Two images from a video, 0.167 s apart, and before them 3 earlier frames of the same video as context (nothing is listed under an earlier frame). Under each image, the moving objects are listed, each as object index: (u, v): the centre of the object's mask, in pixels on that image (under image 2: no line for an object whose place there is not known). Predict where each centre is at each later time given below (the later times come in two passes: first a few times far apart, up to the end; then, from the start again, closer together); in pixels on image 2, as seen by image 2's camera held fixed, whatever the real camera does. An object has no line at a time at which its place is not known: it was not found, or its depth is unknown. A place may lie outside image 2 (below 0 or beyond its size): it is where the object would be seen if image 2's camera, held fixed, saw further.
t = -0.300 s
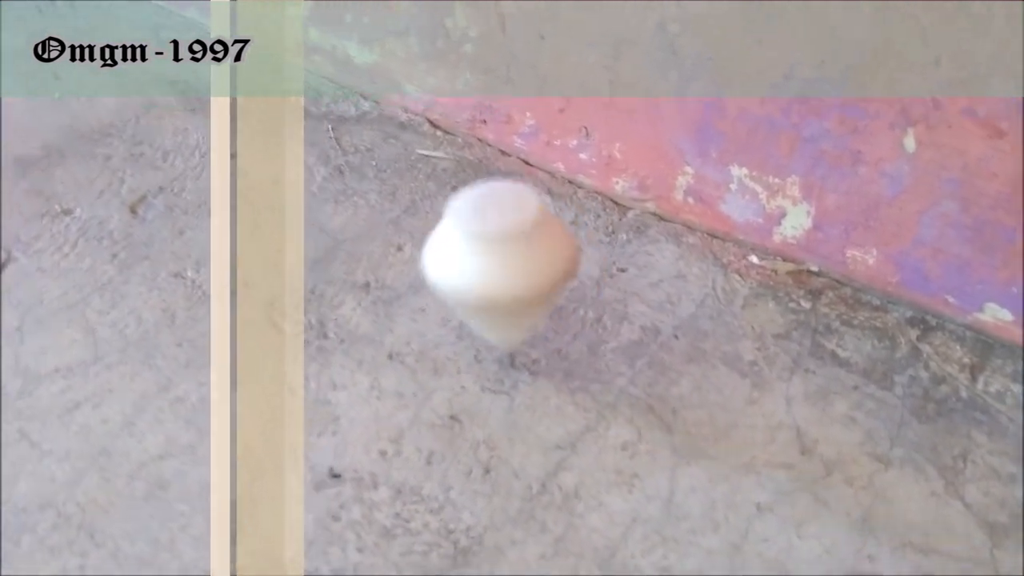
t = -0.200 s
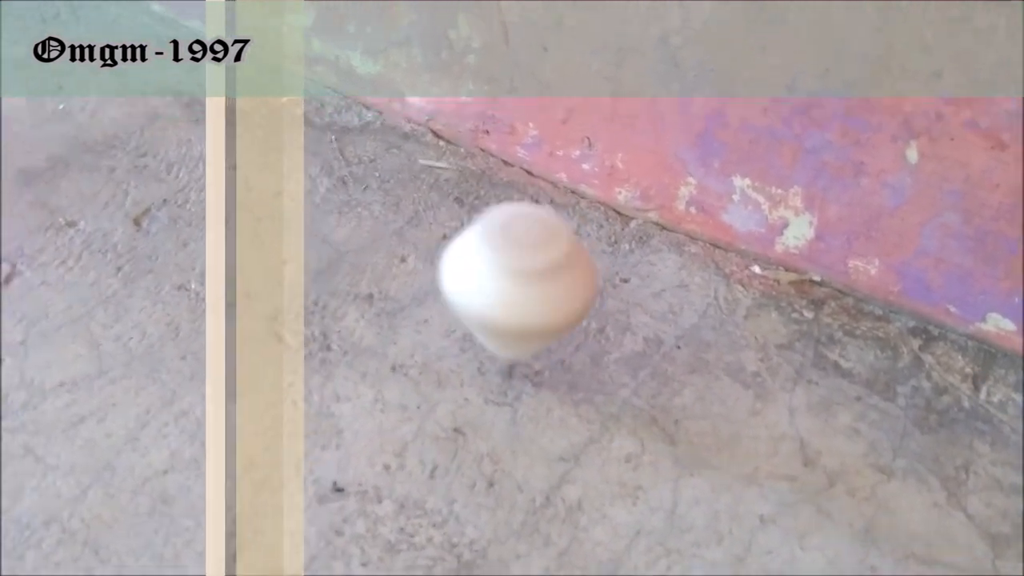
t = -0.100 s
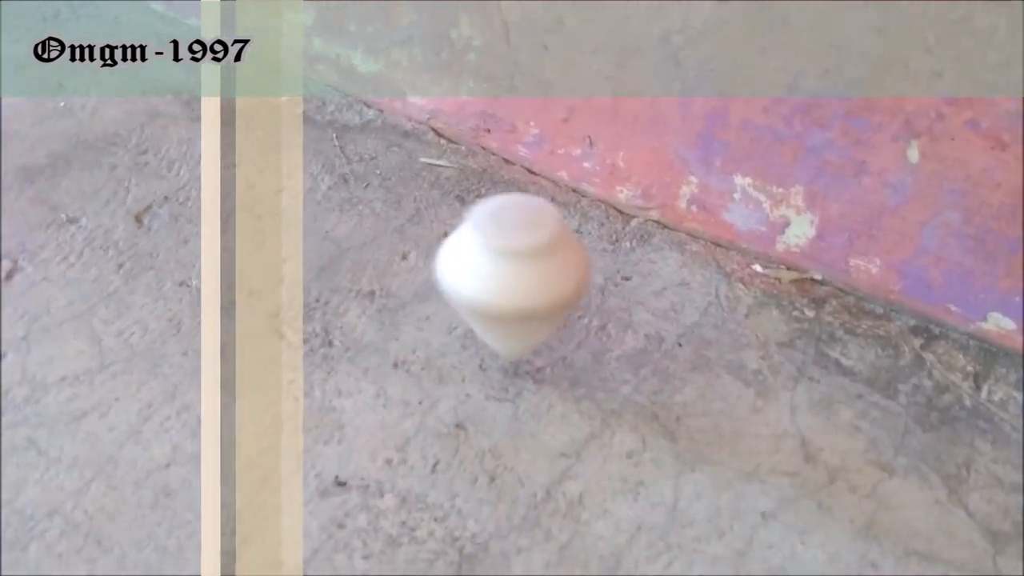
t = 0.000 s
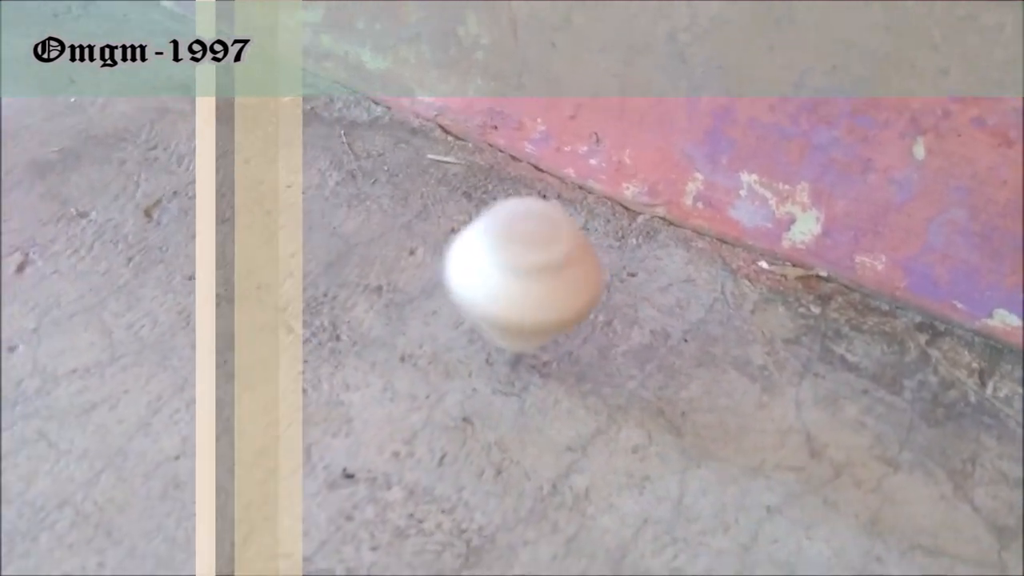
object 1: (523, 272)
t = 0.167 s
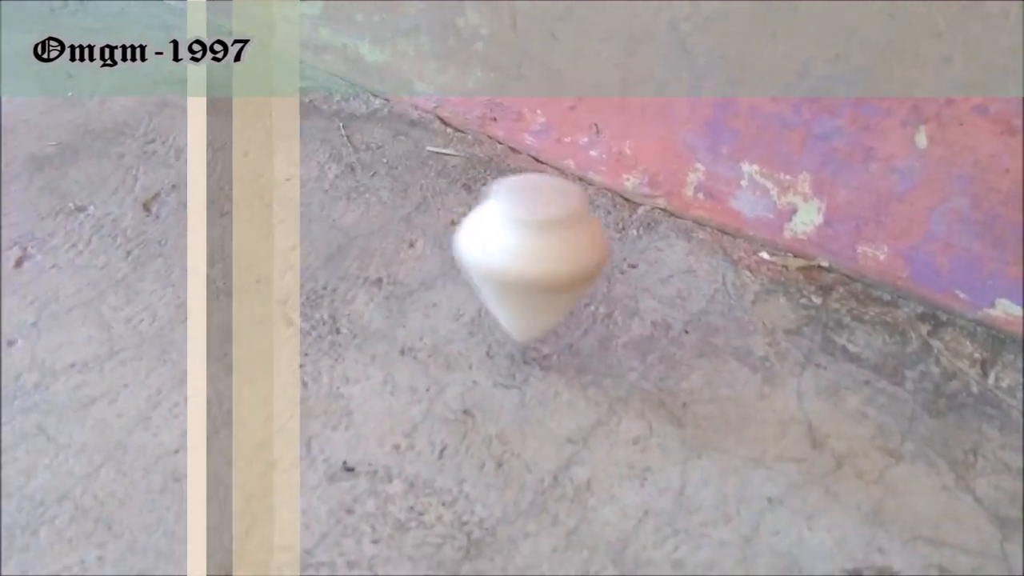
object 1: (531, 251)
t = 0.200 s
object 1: (520, 252)
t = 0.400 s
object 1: (532, 254)
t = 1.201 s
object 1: (527, 251)
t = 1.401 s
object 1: (534, 243)
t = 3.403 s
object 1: (538, 235)
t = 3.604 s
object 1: (531, 237)
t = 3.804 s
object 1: (535, 235)
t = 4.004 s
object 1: (533, 234)
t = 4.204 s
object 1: (543, 226)
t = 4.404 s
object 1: (535, 225)
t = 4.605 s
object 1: (531, 226)
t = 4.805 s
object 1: (536, 220)
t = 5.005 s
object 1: (539, 224)
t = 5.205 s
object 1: (529, 228)
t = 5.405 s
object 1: (530, 224)
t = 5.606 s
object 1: (535, 223)
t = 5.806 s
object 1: (537, 226)
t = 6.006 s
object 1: (544, 213)
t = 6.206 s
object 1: (556, 212)
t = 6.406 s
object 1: (535, 207)
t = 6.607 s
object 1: (586, 208)
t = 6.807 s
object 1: (524, 196)
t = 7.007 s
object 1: (590, 210)
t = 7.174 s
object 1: (571, 186)
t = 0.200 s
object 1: (520, 252)
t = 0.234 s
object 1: (514, 255)
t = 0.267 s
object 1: (513, 257)
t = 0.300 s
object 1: (517, 261)
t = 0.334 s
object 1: (526, 260)
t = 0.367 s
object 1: (532, 258)
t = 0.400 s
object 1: (532, 254)
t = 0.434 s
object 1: (526, 250)
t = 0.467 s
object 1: (516, 252)
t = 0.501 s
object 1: (506, 258)
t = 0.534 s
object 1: (507, 265)
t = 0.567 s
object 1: (517, 270)
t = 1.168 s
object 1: (520, 250)
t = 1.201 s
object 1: (527, 251)
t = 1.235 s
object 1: (534, 250)
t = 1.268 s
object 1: (539, 247)
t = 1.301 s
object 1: (538, 244)
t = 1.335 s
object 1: (536, 243)
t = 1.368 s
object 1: (535, 243)
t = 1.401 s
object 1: (534, 243)
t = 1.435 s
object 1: (535, 243)
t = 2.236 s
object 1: (525, 238)
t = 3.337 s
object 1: (526, 234)
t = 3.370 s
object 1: (532, 235)
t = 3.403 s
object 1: (538, 235)
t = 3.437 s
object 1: (538, 232)
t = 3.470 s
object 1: (532, 231)
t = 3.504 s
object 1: (526, 231)
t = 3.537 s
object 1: (523, 234)
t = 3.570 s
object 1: (527, 238)
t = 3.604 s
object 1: (531, 237)
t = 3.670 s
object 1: (527, 236)
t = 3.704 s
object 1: (527, 236)
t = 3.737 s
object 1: (529, 237)
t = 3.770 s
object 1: (534, 237)
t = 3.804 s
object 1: (535, 235)
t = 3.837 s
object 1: (535, 233)
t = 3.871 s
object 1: (534, 232)
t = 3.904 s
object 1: (533, 233)
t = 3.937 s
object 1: (534, 234)
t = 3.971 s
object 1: (534, 233)
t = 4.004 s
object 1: (533, 234)
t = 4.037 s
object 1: (533, 235)
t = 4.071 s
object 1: (536, 234)
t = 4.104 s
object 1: (537, 233)
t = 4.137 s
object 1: (537, 231)
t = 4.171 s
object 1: (539, 229)
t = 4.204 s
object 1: (543, 226)
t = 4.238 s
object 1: (546, 223)
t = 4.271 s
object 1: (544, 221)
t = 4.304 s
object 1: (540, 219)
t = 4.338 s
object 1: (535, 219)
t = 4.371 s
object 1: (533, 222)
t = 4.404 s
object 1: (535, 225)
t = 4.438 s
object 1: (540, 225)
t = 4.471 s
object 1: (544, 224)
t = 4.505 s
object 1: (543, 223)
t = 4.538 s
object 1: (540, 222)
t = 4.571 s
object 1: (534, 225)
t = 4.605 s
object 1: (531, 226)
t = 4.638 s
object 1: (533, 228)
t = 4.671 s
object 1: (539, 228)
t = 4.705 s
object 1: (544, 226)
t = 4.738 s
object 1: (540, 220)
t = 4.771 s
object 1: (538, 222)
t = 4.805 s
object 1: (536, 220)
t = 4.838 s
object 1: (537, 223)
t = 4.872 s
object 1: (540, 224)
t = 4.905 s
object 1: (544, 224)
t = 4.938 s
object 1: (543, 224)
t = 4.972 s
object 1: (540, 223)
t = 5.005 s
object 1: (539, 224)
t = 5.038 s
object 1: (541, 225)
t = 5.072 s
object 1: (544, 224)
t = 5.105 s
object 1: (542, 224)
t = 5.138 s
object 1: (535, 224)
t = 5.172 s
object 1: (530, 226)
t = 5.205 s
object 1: (529, 228)
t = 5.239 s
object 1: (533, 230)
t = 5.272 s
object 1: (540, 231)
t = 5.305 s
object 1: (544, 229)
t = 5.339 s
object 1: (542, 225)
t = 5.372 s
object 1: (536, 223)
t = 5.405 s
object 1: (530, 224)
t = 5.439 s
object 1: (530, 226)
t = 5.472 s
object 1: (535, 228)
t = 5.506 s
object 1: (540, 227)
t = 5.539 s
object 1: (539, 225)
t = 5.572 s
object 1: (537, 223)
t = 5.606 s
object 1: (535, 223)
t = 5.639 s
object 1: (535, 222)
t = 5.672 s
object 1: (535, 223)
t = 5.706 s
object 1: (534, 224)
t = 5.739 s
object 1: (531, 224)
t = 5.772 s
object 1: (532, 226)
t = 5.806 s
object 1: (537, 226)
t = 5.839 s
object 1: (542, 224)
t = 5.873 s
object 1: (546, 221)
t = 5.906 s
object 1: (549, 219)
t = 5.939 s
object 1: (550, 216)
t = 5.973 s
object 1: (548, 214)
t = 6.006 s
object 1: (544, 213)
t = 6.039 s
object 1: (540, 213)
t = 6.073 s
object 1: (538, 214)
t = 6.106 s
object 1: (540, 217)
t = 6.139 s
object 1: (545, 217)
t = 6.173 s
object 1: (551, 216)
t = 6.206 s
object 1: (556, 212)
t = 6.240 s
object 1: (558, 209)
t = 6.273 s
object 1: (557, 205)
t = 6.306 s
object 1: (550, 198)
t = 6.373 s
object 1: (535, 205)
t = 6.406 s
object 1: (535, 207)
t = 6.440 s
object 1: (540, 209)
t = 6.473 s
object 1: (551, 210)
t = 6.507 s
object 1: (559, 211)
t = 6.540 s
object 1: (568, 212)
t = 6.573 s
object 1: (579, 210)
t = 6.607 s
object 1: (586, 208)
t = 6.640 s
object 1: (590, 200)
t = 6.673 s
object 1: (588, 199)
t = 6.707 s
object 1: (576, 193)
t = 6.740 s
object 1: (555, 190)
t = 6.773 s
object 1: (538, 190)
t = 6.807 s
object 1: (524, 196)
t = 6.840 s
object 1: (516, 202)
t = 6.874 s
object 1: (524, 217)
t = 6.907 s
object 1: (545, 227)
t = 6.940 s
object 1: (565, 228)
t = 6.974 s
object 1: (583, 218)
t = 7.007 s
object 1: (590, 210)
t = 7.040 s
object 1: (592, 204)
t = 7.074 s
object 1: (589, 201)
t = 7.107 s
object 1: (582, 196)
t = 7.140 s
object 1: (576, 188)
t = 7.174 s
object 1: (571, 186)
